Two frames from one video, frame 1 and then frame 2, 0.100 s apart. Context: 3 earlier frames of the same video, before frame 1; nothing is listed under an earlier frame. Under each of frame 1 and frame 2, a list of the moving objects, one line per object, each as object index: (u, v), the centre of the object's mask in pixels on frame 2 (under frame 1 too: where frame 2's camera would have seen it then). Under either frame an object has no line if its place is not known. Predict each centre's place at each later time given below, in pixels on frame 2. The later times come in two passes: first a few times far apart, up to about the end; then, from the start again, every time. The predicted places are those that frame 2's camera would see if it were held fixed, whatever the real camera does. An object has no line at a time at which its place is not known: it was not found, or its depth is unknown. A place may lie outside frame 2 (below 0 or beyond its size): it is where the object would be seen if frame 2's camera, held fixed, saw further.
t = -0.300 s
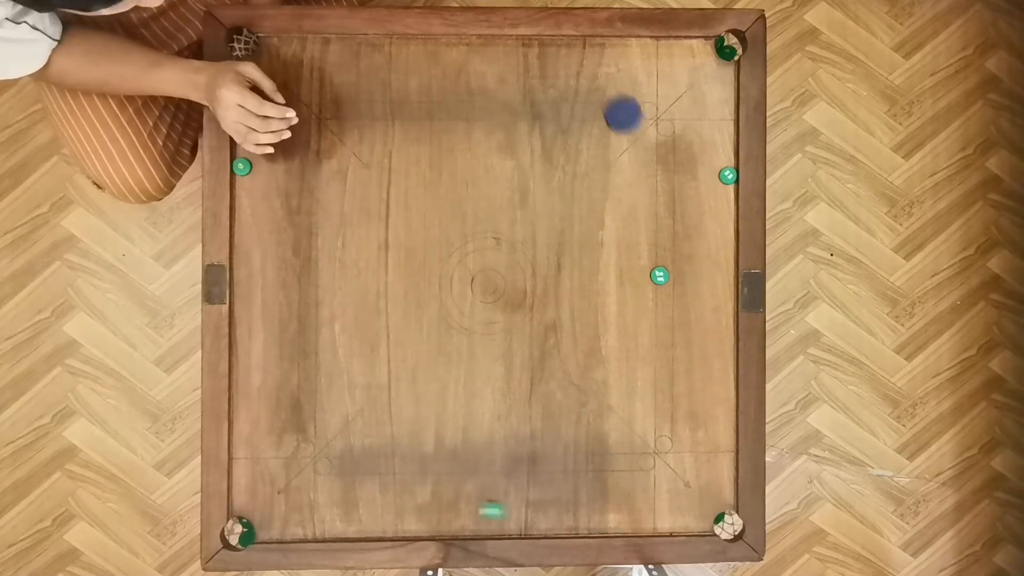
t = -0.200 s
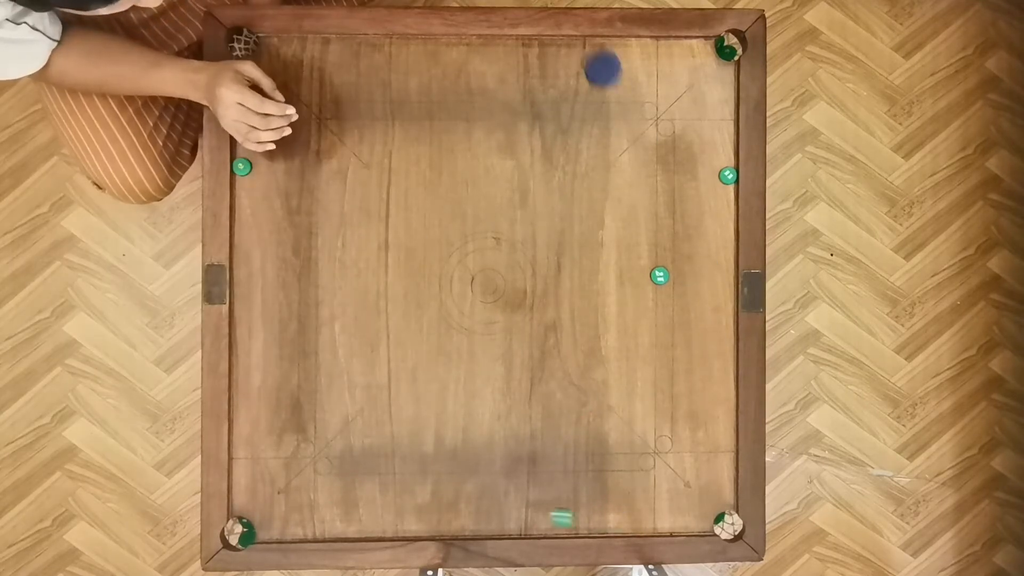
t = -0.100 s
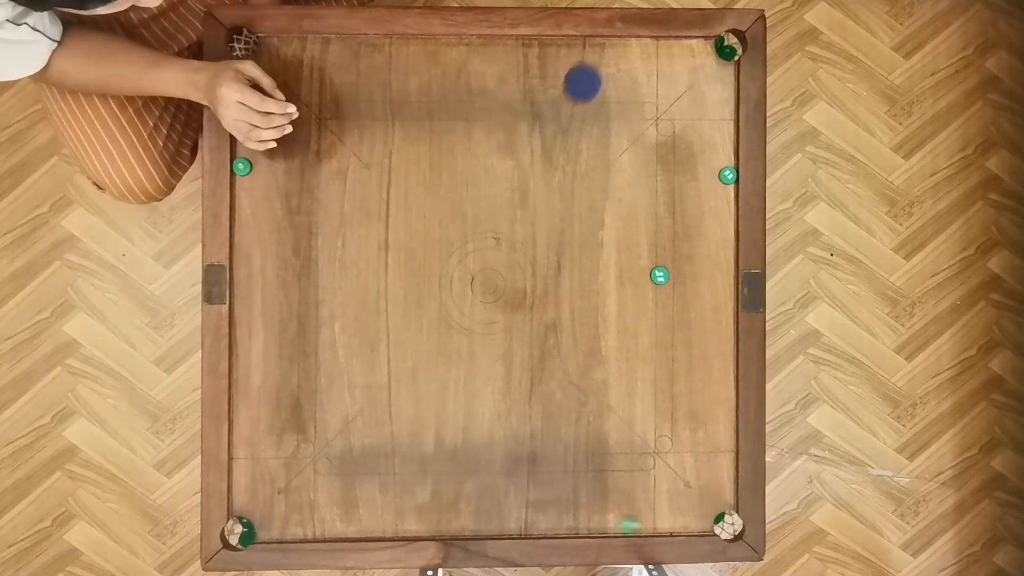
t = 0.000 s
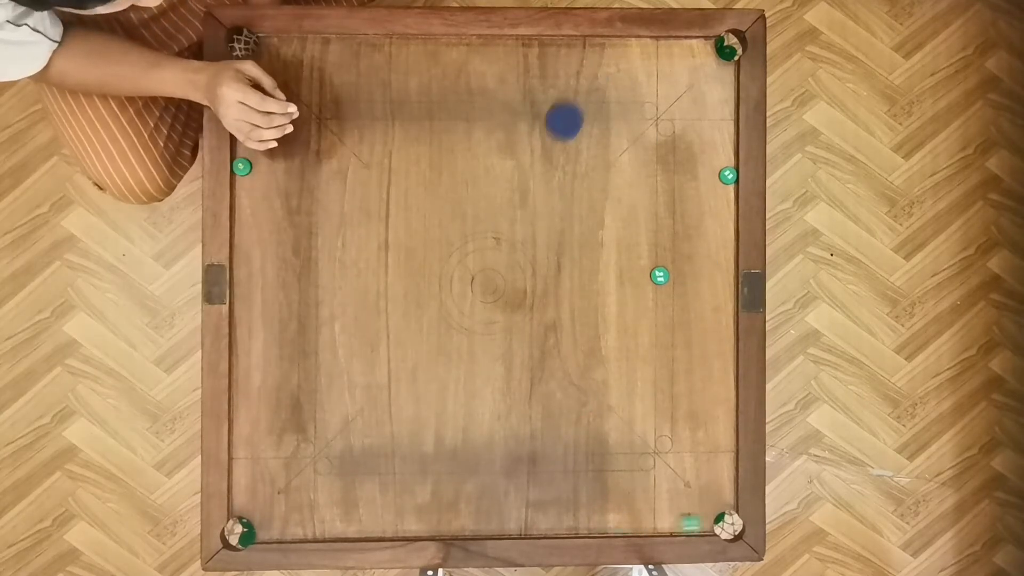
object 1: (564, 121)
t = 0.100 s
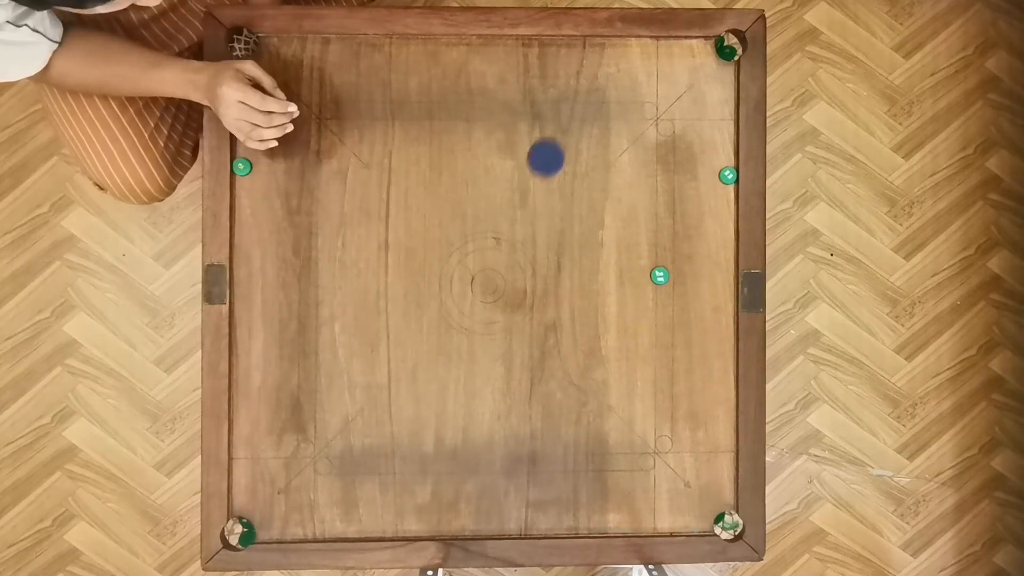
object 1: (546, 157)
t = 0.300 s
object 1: (513, 230)
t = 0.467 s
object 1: (488, 287)
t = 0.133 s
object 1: (540, 170)
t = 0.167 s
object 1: (535, 182)
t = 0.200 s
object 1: (529, 194)
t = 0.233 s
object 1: (523, 206)
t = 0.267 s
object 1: (518, 217)
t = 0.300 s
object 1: (513, 230)
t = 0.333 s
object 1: (508, 241)
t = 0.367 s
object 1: (503, 252)
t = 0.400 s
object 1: (498, 264)
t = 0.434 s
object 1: (492, 276)
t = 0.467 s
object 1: (488, 287)
